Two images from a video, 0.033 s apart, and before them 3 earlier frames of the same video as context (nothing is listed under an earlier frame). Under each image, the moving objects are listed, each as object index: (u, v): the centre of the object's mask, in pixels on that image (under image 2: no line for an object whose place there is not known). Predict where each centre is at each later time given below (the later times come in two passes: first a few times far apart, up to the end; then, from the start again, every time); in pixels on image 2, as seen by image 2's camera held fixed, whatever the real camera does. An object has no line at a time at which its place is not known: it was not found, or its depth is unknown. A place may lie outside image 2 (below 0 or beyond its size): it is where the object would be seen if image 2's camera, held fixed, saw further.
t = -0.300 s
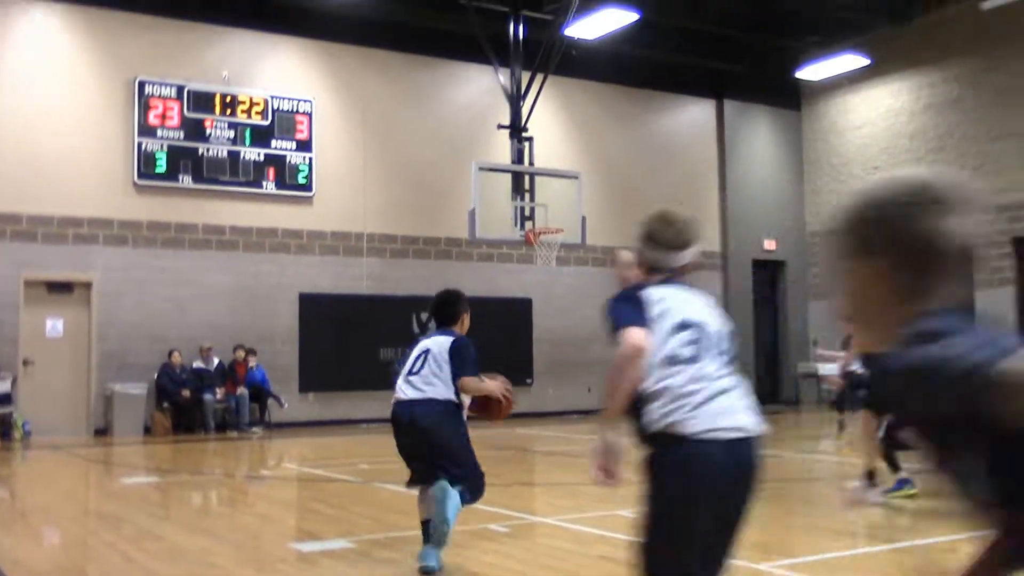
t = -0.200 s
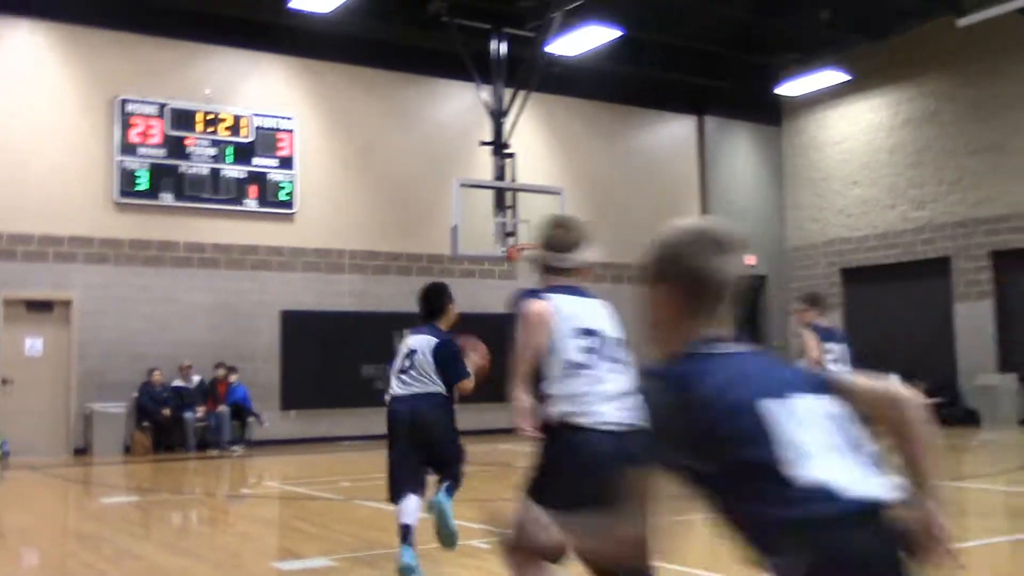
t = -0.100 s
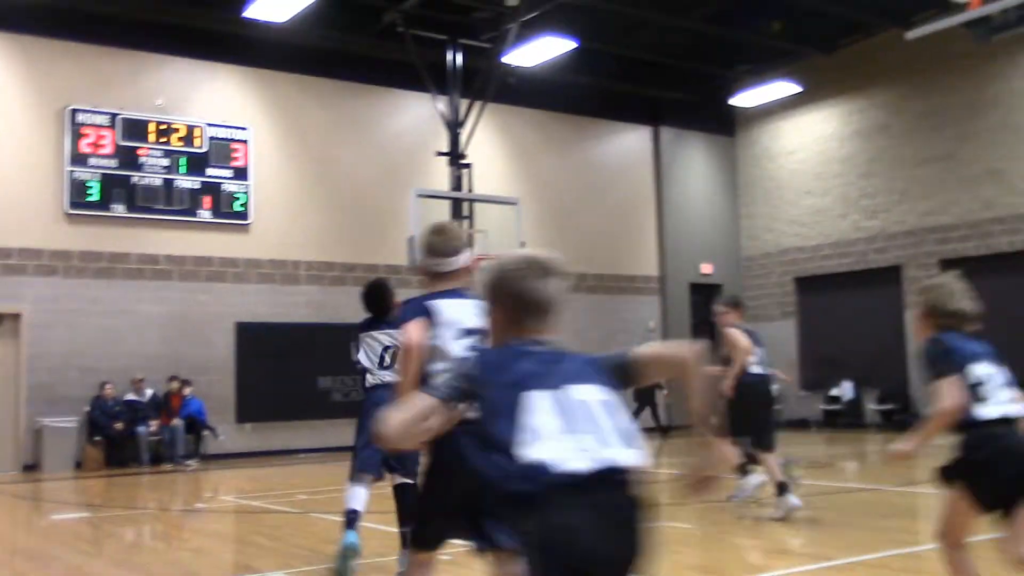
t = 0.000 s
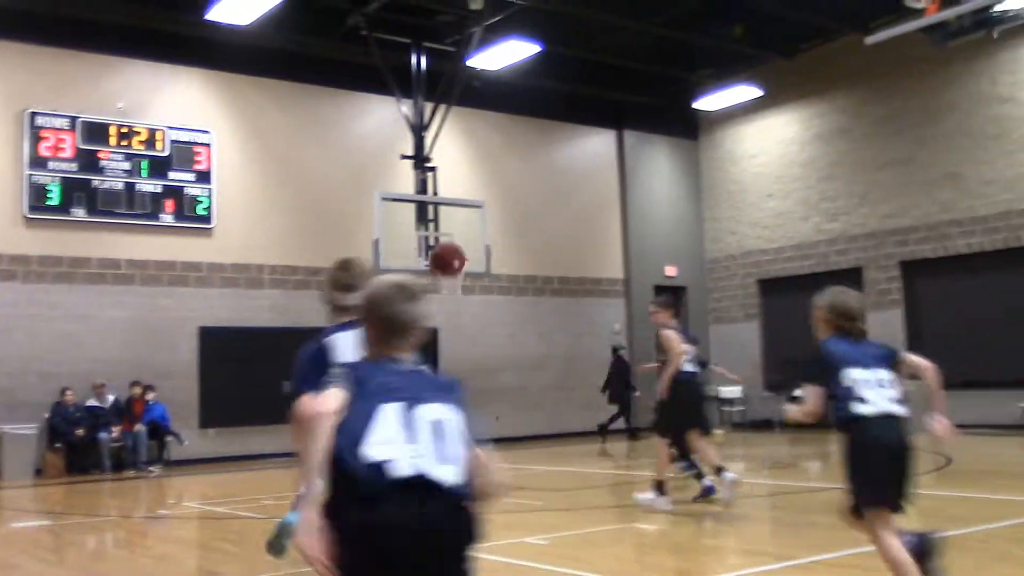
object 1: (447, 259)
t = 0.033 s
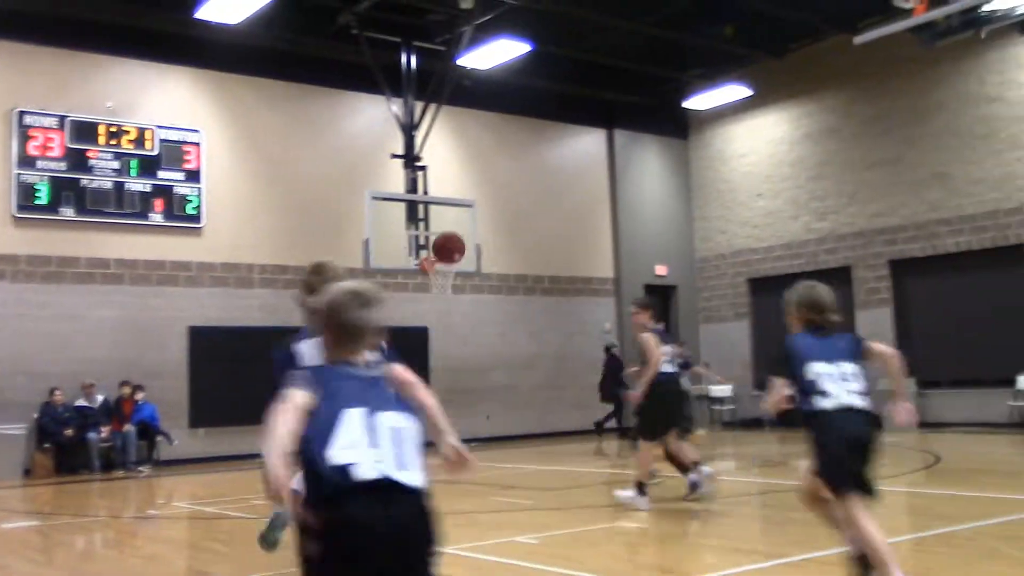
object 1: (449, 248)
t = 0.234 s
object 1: (498, 225)
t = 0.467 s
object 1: (537, 254)
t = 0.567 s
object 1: (550, 277)
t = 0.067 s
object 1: (459, 239)
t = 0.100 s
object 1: (468, 233)
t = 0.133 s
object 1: (476, 229)
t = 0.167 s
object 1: (484, 226)
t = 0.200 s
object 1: (491, 225)
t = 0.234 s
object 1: (498, 225)
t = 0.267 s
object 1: (505, 227)
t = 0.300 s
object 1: (511, 229)
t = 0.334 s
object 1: (517, 233)
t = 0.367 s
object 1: (522, 237)
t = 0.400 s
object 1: (528, 242)
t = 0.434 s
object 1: (533, 247)
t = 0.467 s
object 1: (537, 254)
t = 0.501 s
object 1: (542, 261)
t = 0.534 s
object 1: (546, 268)
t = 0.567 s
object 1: (550, 277)
